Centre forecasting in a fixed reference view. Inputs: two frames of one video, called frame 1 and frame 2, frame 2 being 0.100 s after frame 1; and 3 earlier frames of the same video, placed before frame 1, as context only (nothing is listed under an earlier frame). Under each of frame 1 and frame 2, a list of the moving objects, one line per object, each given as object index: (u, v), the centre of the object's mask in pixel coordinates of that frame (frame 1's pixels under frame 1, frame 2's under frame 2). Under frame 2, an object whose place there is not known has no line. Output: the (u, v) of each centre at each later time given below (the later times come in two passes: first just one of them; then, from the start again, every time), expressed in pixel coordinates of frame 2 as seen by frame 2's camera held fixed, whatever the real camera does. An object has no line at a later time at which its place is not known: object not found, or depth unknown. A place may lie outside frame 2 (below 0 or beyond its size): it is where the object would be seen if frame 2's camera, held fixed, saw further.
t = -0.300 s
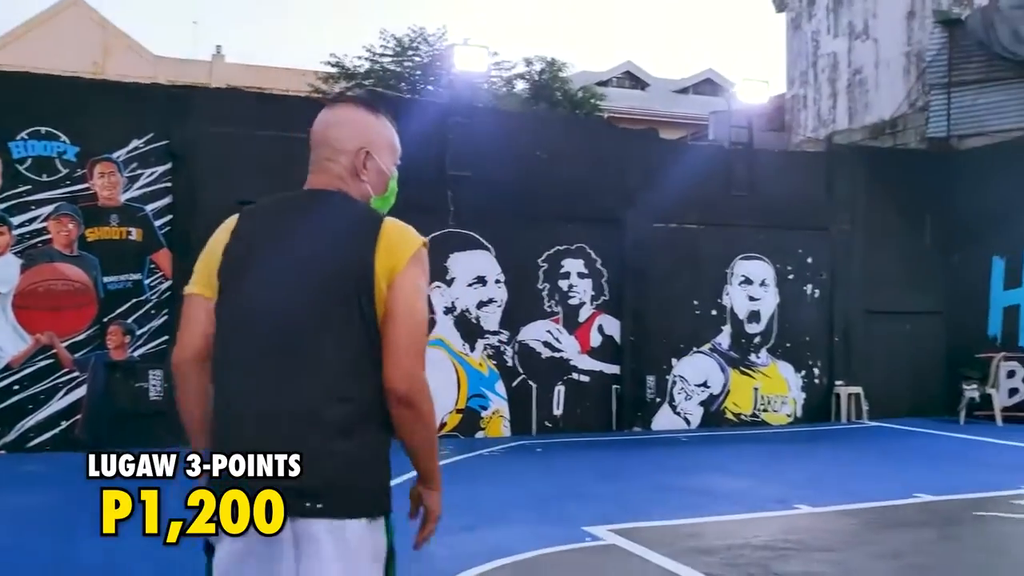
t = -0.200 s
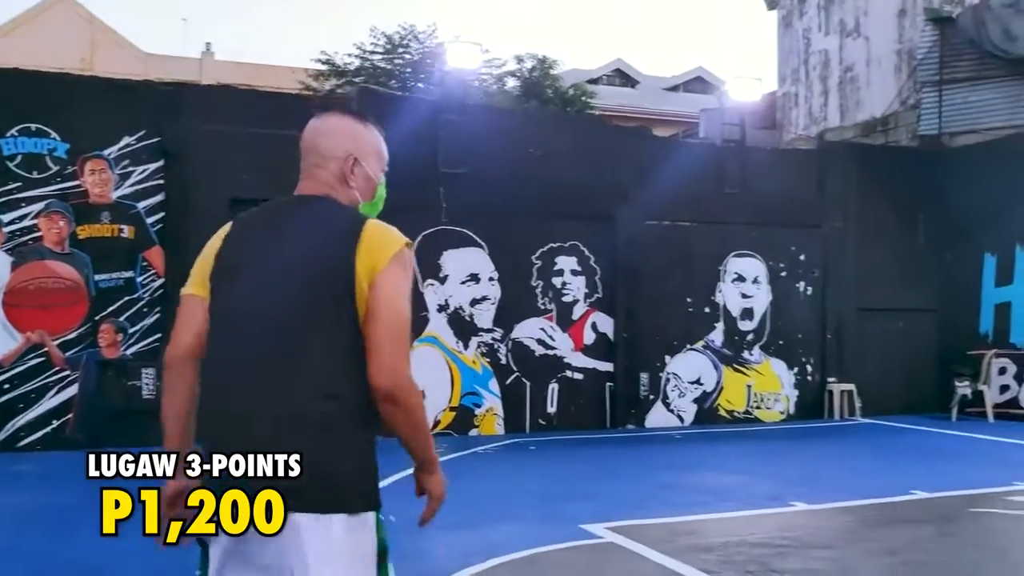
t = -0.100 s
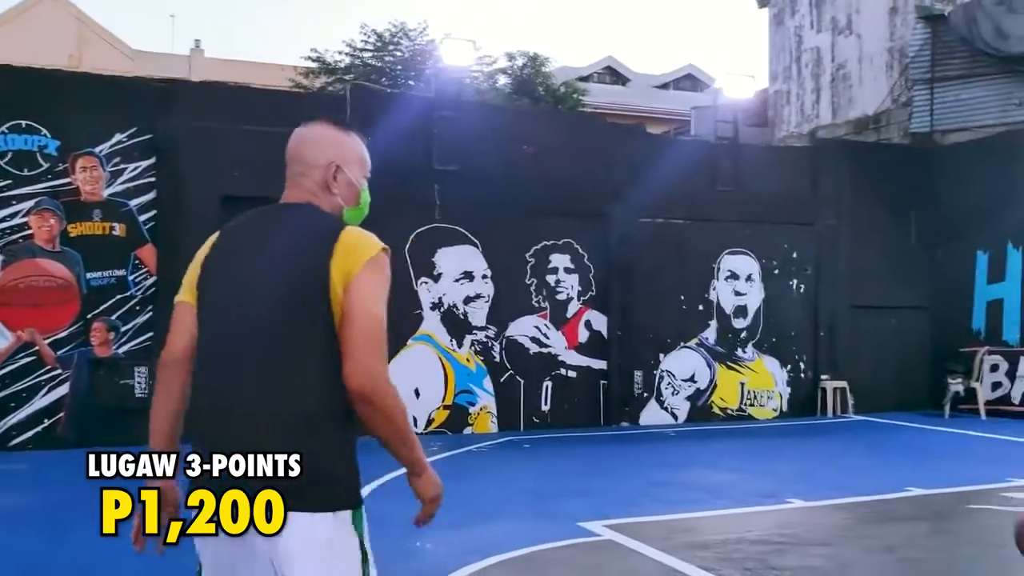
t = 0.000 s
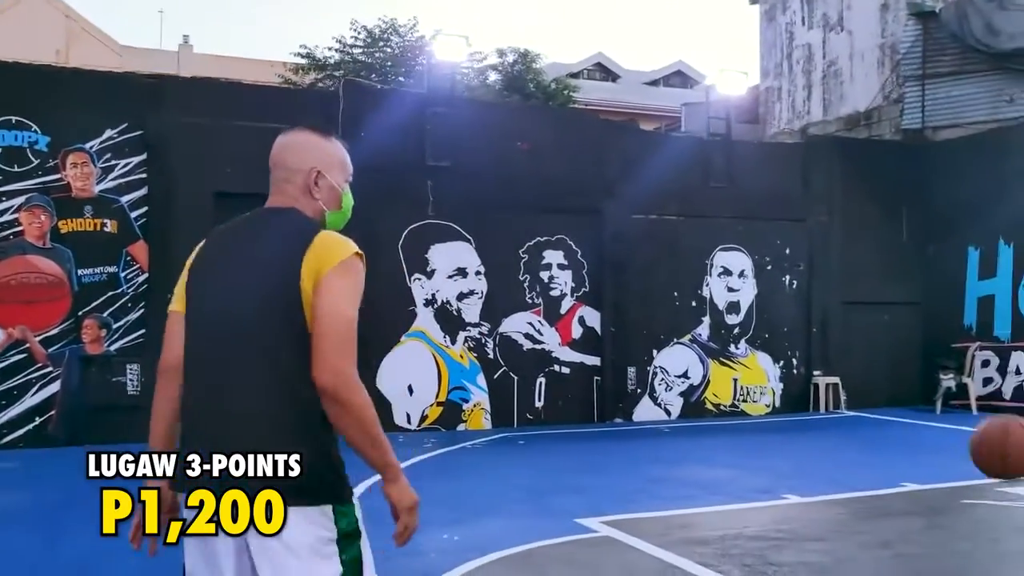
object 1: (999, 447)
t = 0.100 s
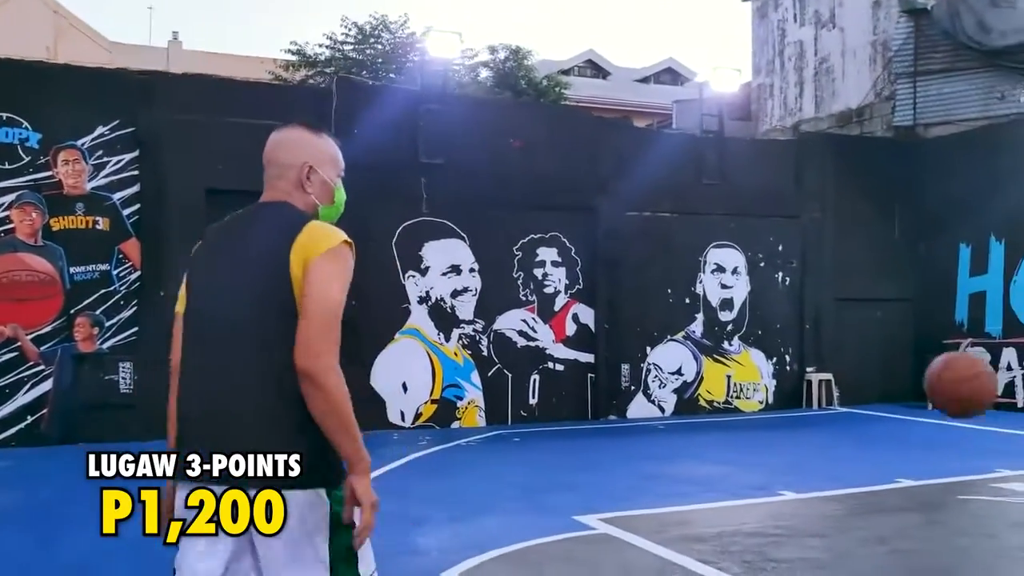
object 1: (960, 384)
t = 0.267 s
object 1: (895, 342)
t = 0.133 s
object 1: (947, 369)
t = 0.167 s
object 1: (936, 358)
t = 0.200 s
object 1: (922, 350)
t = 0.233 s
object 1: (909, 343)
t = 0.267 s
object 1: (895, 342)
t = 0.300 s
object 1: (880, 342)
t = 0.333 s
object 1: (871, 345)
